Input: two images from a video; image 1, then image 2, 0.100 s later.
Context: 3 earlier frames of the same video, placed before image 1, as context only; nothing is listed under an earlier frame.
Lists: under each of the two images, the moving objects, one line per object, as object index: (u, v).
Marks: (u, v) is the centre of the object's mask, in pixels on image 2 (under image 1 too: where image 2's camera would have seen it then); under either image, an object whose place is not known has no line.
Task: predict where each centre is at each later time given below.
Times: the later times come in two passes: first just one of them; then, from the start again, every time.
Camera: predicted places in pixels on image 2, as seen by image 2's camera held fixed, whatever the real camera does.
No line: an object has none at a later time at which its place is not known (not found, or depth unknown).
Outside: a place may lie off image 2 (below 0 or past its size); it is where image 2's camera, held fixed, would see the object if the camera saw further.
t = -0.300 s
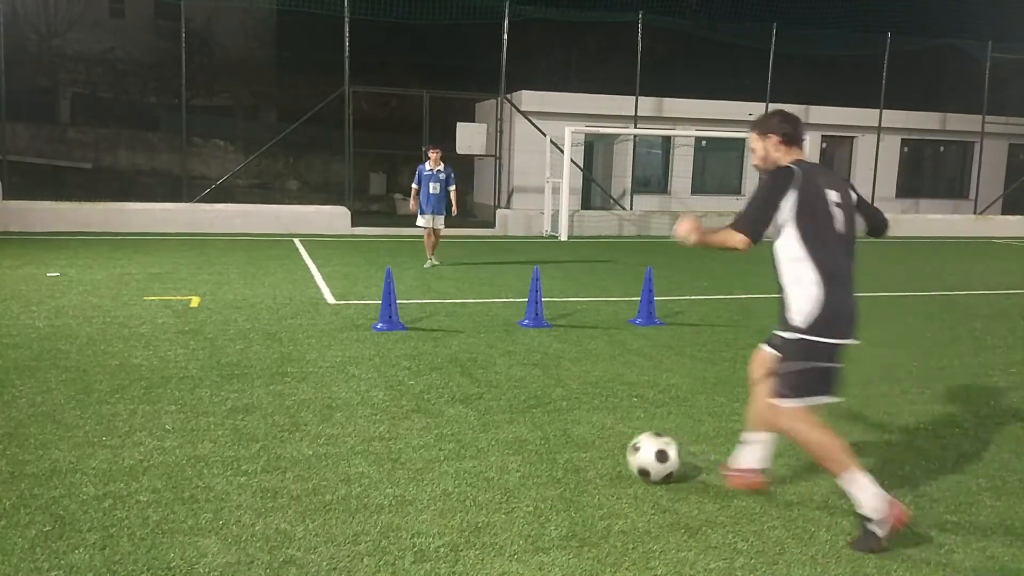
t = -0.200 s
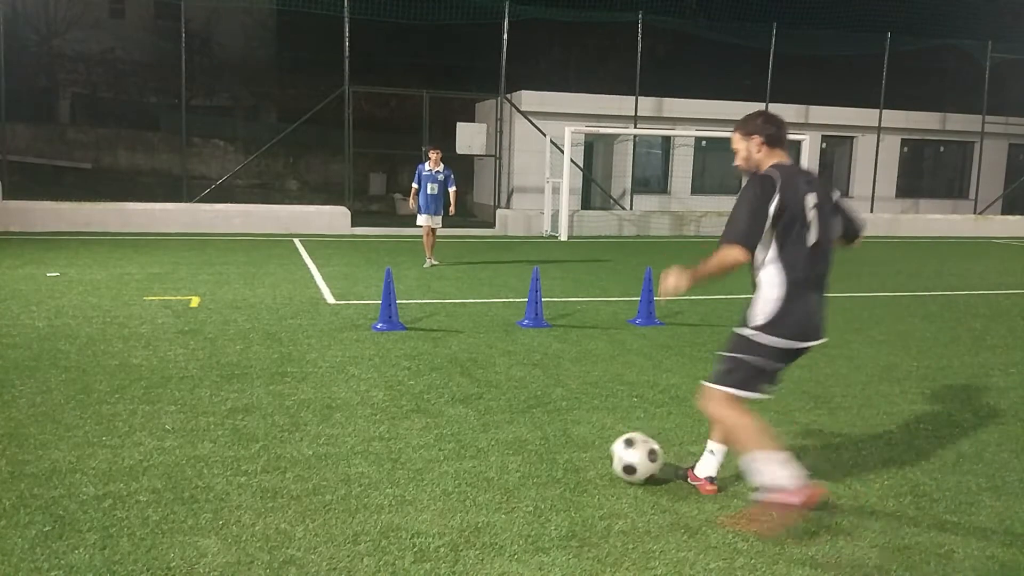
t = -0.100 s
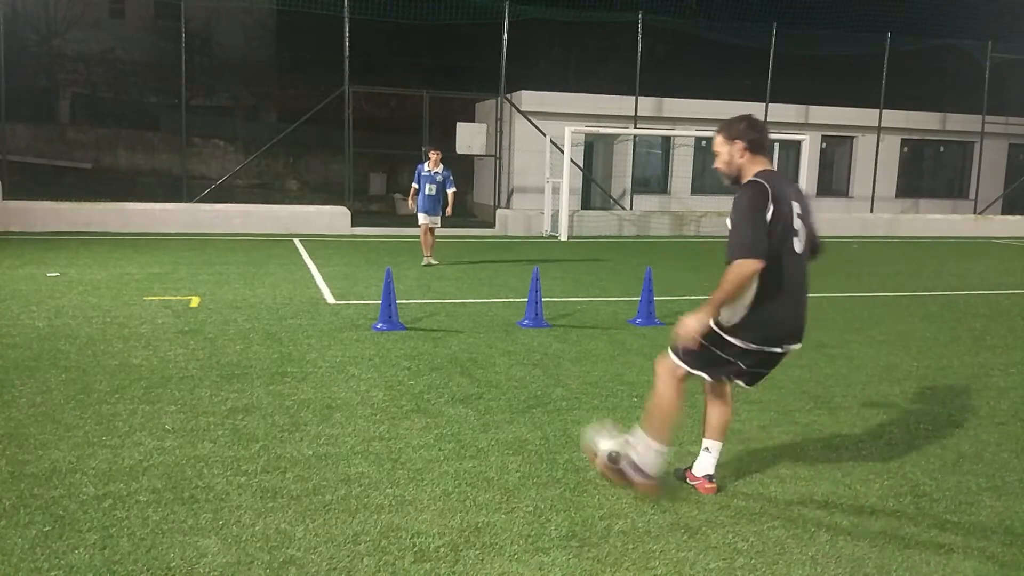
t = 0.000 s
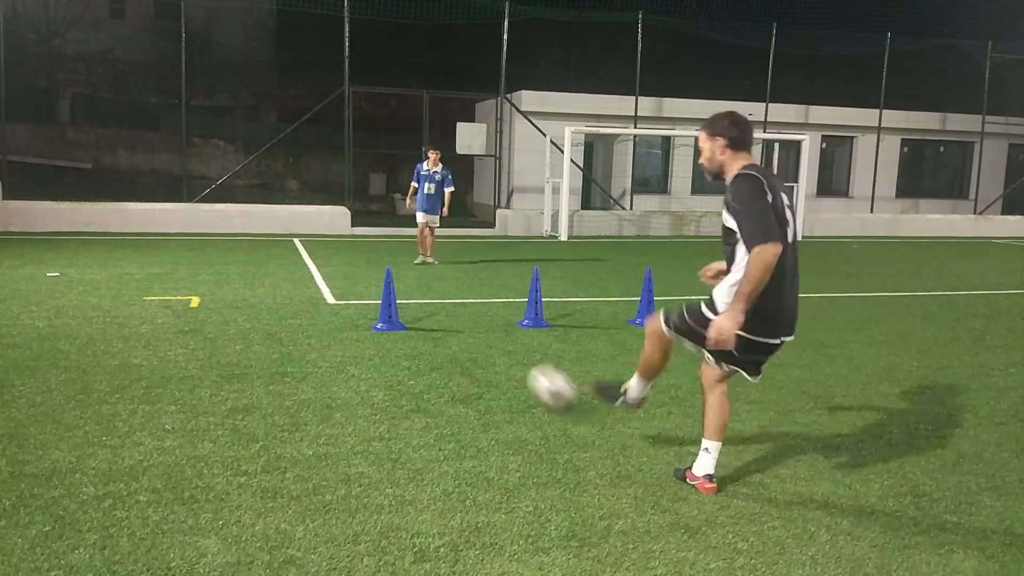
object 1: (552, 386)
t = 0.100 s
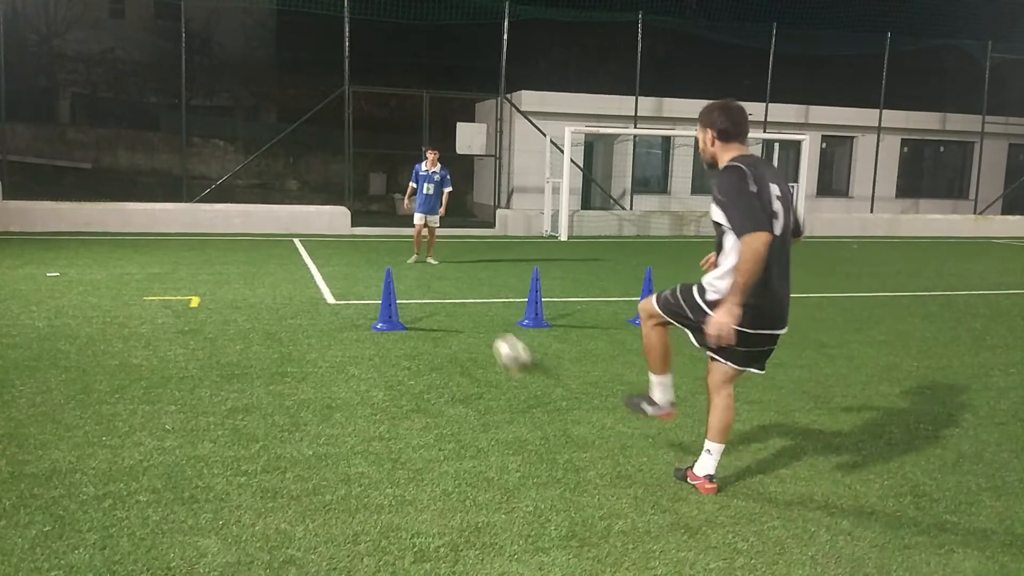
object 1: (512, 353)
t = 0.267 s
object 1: (476, 314)
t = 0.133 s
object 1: (503, 340)
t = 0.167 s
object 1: (495, 331)
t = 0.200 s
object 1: (489, 323)
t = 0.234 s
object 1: (482, 318)
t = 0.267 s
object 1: (476, 314)
